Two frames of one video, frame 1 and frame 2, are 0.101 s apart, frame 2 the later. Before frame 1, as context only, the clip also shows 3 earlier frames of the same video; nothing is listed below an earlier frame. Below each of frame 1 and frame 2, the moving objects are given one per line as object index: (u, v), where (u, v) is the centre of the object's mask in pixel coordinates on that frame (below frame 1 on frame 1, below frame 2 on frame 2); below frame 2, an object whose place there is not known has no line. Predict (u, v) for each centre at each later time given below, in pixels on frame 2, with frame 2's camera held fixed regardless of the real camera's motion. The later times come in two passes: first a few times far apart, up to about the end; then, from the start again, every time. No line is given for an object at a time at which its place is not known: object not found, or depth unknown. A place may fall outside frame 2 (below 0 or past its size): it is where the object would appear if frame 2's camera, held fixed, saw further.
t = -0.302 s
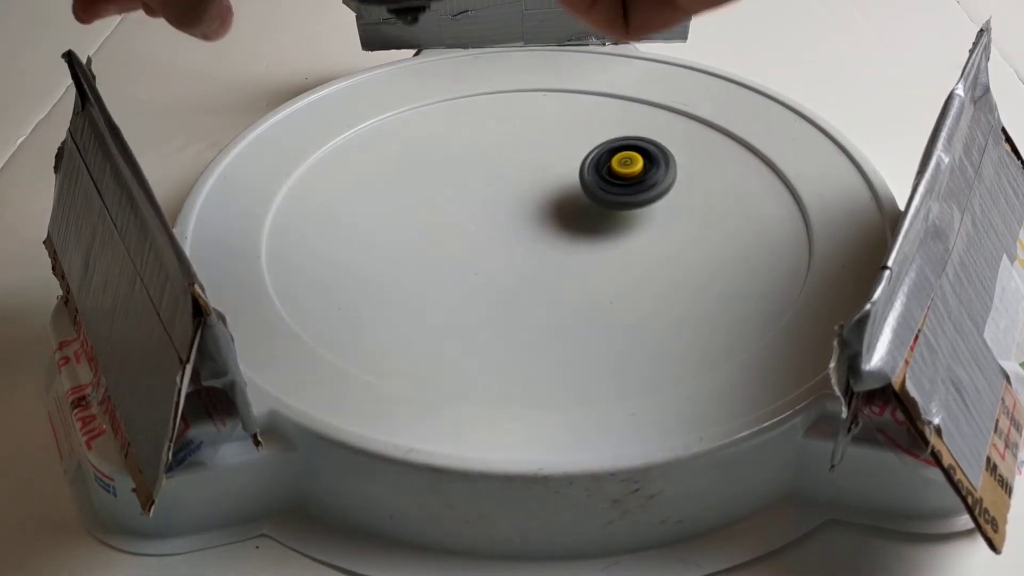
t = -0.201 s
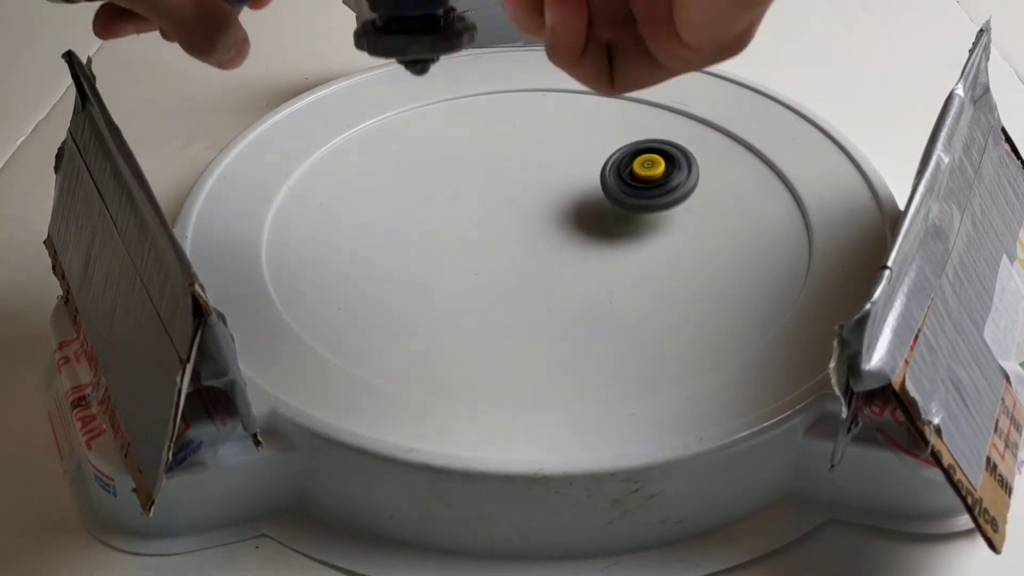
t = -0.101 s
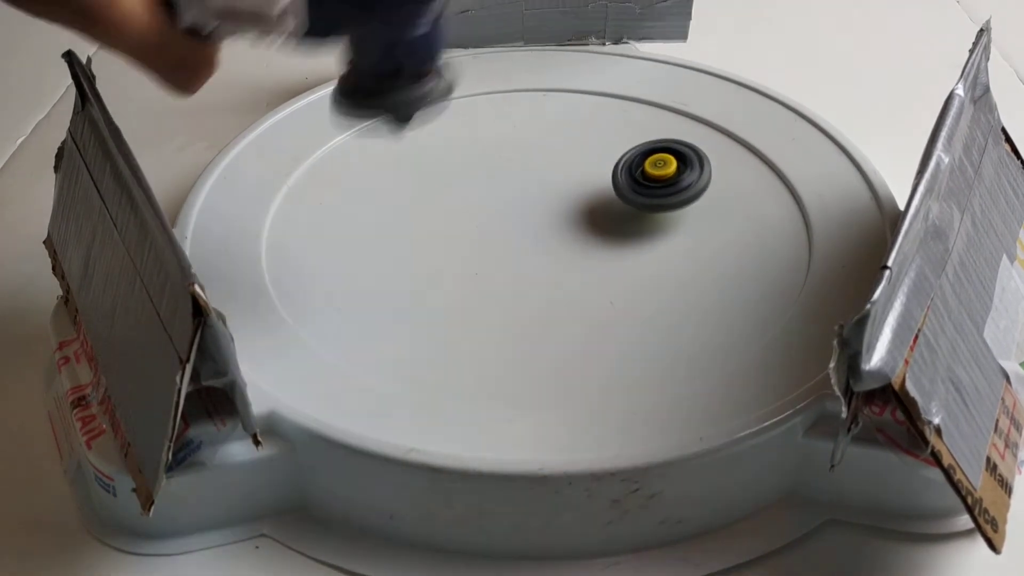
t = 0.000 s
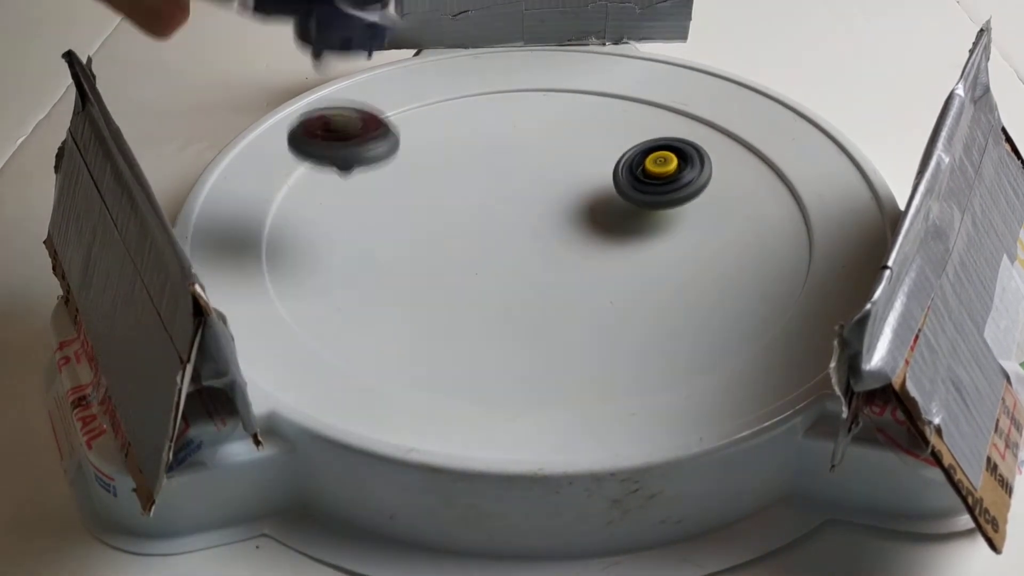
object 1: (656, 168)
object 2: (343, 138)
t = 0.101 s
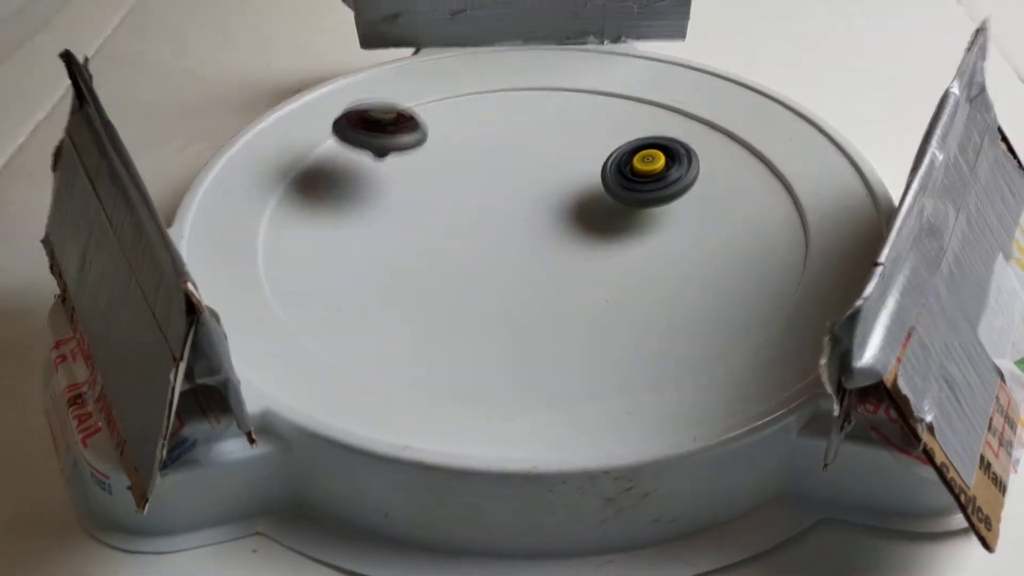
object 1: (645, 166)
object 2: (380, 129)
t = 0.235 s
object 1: (616, 182)
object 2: (473, 102)
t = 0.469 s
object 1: (589, 226)
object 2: (608, 96)
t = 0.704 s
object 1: (616, 256)
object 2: (577, 203)
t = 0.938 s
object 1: (644, 236)
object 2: (417, 255)
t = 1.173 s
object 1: (596, 216)
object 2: (427, 314)
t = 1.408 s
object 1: (505, 228)
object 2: (527, 307)
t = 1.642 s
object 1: (451, 193)
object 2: (561, 244)
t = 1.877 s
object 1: (339, 160)
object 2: (544, 159)
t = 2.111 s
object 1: (378, 202)
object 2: (471, 138)
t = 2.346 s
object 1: (522, 225)
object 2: (352, 167)
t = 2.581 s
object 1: (571, 186)
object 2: (381, 264)
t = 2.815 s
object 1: (533, 160)
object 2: (571, 234)
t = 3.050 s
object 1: (480, 137)
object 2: (601, 132)
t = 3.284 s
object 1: (492, 146)
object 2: (478, 79)
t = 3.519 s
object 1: (535, 141)
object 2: (367, 150)
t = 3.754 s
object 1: (570, 131)
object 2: (482, 253)
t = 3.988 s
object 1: (591, 129)
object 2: (661, 204)
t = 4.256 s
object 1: (493, 117)
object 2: (742, 128)
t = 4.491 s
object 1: (513, 182)
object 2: (606, 134)
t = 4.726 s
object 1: (601, 207)
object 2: (526, 176)
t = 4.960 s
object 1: (751, 174)
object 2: (460, 242)
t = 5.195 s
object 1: (694, 152)
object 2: (495, 291)
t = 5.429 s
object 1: (562, 179)
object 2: (676, 278)
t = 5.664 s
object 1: (510, 235)
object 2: (700, 184)
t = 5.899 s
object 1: (528, 277)
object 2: (550, 157)
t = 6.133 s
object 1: (592, 273)
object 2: (433, 223)
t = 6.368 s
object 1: (572, 229)
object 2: (488, 308)
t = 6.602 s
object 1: (467, 220)
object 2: (651, 278)
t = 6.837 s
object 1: (423, 242)
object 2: (614, 184)
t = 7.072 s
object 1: (485, 245)
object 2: (465, 167)
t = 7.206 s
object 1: (500, 225)
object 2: (395, 195)
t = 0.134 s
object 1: (639, 169)
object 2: (403, 115)
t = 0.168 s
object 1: (631, 172)
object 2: (424, 121)
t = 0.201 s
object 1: (623, 176)
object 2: (448, 110)
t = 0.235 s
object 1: (616, 182)
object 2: (473, 102)
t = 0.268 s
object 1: (609, 186)
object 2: (497, 95)
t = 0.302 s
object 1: (603, 192)
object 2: (520, 90)
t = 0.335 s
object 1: (598, 198)
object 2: (542, 85)
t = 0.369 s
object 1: (594, 204)
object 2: (562, 84)
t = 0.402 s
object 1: (591, 211)
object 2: (580, 86)
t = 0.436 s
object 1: (590, 218)
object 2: (595, 90)
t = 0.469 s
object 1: (589, 226)
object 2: (608, 96)
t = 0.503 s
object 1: (590, 231)
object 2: (618, 107)
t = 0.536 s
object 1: (593, 236)
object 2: (623, 120)
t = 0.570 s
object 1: (596, 242)
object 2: (624, 135)
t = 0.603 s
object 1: (600, 248)
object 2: (619, 152)
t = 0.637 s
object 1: (606, 250)
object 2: (609, 171)
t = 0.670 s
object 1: (610, 255)
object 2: (596, 187)
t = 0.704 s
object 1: (616, 256)
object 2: (577, 203)
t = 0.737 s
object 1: (622, 255)
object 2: (555, 216)
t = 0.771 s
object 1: (628, 254)
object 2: (530, 226)
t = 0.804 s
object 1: (633, 253)
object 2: (505, 232)
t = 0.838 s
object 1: (637, 251)
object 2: (480, 237)
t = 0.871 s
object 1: (641, 246)
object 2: (456, 243)
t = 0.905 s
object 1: (643, 241)
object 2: (436, 248)
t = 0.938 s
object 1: (644, 236)
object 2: (417, 255)
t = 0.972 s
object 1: (642, 231)
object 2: (404, 263)
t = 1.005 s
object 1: (639, 225)
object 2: (396, 270)
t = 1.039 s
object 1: (634, 221)
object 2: (391, 280)
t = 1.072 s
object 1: (630, 216)
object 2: (393, 289)
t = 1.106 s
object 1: (622, 215)
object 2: (400, 297)
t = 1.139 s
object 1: (611, 214)
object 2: (412, 305)
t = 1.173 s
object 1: (596, 216)
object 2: (427, 314)
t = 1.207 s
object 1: (581, 216)
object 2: (447, 318)
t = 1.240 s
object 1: (568, 220)
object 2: (467, 321)
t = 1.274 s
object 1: (553, 224)
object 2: (484, 319)
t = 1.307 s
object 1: (539, 229)
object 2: (499, 315)
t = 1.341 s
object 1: (526, 233)
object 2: (511, 309)
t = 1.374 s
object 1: (514, 233)
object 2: (519, 308)
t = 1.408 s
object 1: (505, 228)
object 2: (527, 307)
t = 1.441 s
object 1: (498, 223)
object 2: (536, 301)
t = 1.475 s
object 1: (494, 219)
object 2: (543, 294)
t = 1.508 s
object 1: (489, 216)
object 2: (549, 285)
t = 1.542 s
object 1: (484, 214)
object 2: (553, 274)
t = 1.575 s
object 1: (475, 209)
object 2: (556, 263)
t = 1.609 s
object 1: (462, 201)
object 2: (560, 254)
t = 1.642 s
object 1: (451, 193)
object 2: (561, 244)
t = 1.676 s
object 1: (442, 185)
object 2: (559, 231)
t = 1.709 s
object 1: (436, 181)
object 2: (552, 218)
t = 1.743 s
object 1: (430, 176)
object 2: (541, 205)
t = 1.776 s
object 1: (397, 168)
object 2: (536, 183)
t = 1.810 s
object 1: (371, 161)
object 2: (542, 175)
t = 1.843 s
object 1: (351, 160)
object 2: (544, 167)
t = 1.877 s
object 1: (339, 160)
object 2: (544, 159)
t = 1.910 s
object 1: (331, 161)
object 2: (541, 153)
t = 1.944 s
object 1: (329, 166)
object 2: (534, 149)
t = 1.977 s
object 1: (331, 171)
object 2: (525, 144)
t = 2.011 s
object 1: (338, 180)
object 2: (514, 142)
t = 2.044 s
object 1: (348, 186)
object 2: (500, 140)
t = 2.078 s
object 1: (361, 195)
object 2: (486, 139)
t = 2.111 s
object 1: (378, 202)
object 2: (471, 138)
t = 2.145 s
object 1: (396, 210)
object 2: (454, 139)
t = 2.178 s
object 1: (418, 215)
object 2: (437, 140)
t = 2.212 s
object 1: (440, 220)
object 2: (419, 142)
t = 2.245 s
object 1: (463, 225)
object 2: (401, 147)
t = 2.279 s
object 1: (485, 226)
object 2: (383, 152)
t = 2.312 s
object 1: (504, 226)
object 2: (367, 158)
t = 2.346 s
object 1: (522, 225)
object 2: (352, 167)
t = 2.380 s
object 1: (536, 218)
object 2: (340, 177)
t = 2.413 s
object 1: (548, 213)
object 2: (331, 190)
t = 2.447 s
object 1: (559, 210)
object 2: (327, 205)
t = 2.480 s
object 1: (565, 205)
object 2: (330, 221)
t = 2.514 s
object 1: (570, 198)
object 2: (340, 236)
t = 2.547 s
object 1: (572, 191)
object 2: (358, 252)
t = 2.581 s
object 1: (571, 186)
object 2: (381, 264)
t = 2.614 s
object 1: (568, 181)
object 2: (410, 273)
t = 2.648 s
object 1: (564, 176)
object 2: (443, 276)
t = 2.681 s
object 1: (559, 172)
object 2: (474, 276)
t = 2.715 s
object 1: (553, 167)
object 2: (504, 271)
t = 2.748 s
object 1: (547, 164)
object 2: (532, 261)
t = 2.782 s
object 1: (538, 161)
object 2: (553, 250)
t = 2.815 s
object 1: (533, 160)
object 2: (571, 234)
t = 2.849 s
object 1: (525, 158)
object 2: (588, 219)
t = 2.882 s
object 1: (515, 153)
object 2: (601, 206)
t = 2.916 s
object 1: (506, 149)
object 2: (610, 192)
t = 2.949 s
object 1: (498, 146)
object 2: (614, 177)
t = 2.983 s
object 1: (491, 142)
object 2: (614, 161)
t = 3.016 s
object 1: (484, 139)
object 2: (609, 146)
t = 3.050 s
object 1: (480, 137)
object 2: (601, 132)
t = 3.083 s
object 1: (478, 139)
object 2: (589, 120)
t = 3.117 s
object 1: (477, 141)
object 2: (576, 107)
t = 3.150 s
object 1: (476, 142)
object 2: (559, 98)
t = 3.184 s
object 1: (477, 145)
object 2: (541, 89)
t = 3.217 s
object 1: (481, 145)
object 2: (521, 83)
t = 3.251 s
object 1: (486, 147)
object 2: (500, 80)
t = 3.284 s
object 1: (492, 146)
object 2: (478, 79)
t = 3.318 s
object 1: (498, 146)
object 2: (456, 81)
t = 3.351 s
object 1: (505, 146)
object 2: (435, 85)
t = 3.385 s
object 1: (512, 145)
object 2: (415, 93)
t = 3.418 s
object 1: (518, 145)
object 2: (397, 103)
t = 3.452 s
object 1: (524, 144)
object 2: (383, 116)
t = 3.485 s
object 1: (530, 143)
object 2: (373, 132)
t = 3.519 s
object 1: (535, 141)
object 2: (367, 150)
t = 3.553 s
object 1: (541, 140)
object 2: (368, 168)
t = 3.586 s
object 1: (546, 139)
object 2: (375, 187)
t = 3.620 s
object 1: (552, 138)
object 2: (386, 205)
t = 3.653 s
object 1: (556, 137)
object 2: (404, 222)
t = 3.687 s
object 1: (562, 134)
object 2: (426, 236)
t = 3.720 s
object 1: (566, 132)
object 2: (452, 247)
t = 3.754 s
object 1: (570, 131)
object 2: (482, 253)
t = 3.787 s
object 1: (575, 129)
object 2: (512, 256)
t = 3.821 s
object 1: (579, 128)
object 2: (542, 255)
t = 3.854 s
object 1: (582, 127)
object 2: (571, 250)
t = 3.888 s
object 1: (585, 126)
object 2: (600, 241)
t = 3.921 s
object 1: (587, 126)
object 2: (623, 232)
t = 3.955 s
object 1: (589, 127)
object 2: (644, 218)
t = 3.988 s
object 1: (591, 129)
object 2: (661, 204)
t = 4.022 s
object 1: (592, 130)
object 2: (674, 188)
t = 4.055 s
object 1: (592, 131)
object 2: (681, 172)
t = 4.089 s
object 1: (582, 128)
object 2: (694, 160)
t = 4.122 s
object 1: (558, 122)
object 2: (718, 151)
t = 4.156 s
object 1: (535, 118)
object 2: (735, 143)
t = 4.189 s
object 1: (518, 115)
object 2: (744, 137)
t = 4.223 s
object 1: (504, 115)
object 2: (746, 131)
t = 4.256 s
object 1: (493, 117)
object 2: (742, 128)
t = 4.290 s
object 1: (487, 123)
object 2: (731, 127)
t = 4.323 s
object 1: (485, 129)
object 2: (716, 127)
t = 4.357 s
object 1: (486, 138)
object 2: (697, 127)
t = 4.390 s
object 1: (490, 148)
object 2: (675, 129)
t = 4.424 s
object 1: (495, 161)
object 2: (651, 130)
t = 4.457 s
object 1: (503, 172)
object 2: (628, 131)
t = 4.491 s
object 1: (513, 182)
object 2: (606, 134)
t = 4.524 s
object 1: (524, 191)
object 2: (586, 137)
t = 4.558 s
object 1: (537, 198)
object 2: (568, 140)
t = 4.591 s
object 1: (549, 203)
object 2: (552, 146)
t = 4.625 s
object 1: (564, 206)
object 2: (539, 154)
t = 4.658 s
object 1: (577, 207)
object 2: (534, 159)
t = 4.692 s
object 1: (589, 208)
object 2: (529, 167)
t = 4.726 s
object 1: (601, 207)
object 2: (526, 176)
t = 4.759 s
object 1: (612, 205)
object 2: (526, 186)
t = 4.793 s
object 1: (621, 204)
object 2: (529, 198)
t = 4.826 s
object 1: (630, 201)
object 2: (536, 212)
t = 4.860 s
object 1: (662, 196)
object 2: (519, 221)
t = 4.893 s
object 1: (701, 189)
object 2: (494, 228)
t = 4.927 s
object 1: (730, 181)
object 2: (475, 235)
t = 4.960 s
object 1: (751, 174)
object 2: (460, 242)
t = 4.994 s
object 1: (760, 169)
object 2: (449, 249)
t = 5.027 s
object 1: (760, 164)
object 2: (444, 257)
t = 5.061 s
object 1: (755, 160)
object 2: (444, 264)
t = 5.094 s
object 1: (745, 156)
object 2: (450, 271)
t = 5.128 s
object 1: (731, 154)
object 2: (460, 278)
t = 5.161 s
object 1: (714, 153)
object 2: (476, 284)
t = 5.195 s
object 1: (694, 152)
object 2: (495, 291)
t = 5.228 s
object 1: (674, 154)
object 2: (519, 296)
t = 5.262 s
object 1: (653, 157)
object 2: (545, 300)
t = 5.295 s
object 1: (633, 159)
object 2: (571, 302)
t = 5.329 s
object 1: (613, 164)
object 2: (599, 300)
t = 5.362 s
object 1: (594, 168)
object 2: (627, 296)
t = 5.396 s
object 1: (578, 173)
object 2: (652, 289)
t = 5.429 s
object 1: (562, 179)
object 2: (676, 278)
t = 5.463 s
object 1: (549, 186)
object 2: (695, 267)
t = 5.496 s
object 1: (539, 194)
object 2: (709, 254)
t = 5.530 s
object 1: (530, 202)
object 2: (718, 239)
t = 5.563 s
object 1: (524, 210)
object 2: (721, 225)
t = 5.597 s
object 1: (517, 219)
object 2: (719, 211)
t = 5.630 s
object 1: (512, 227)
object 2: (712, 197)
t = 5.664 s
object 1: (510, 235)
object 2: (700, 184)
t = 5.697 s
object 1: (509, 241)
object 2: (684, 174)
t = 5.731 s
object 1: (509, 248)
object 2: (665, 165)
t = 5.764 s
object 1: (510, 255)
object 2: (645, 158)
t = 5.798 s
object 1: (512, 262)
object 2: (622, 154)
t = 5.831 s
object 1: (516, 267)
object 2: (597, 153)
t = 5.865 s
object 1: (522, 273)
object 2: (574, 154)
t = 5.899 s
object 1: (528, 277)
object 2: (550, 157)
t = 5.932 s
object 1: (536, 280)
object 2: (527, 163)
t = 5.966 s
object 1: (545, 282)
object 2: (506, 169)
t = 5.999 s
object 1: (555, 283)
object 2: (487, 178)
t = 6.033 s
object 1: (566, 282)
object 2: (469, 187)
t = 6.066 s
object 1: (576, 282)
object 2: (453, 198)
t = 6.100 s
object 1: (586, 278)
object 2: (441, 210)
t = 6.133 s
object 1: (592, 273)
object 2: (433, 223)
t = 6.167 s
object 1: (596, 266)
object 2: (427, 236)
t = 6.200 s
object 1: (597, 259)
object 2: (426, 250)
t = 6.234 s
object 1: (596, 251)
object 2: (429, 265)
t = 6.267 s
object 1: (594, 244)
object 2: (437, 277)
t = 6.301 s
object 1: (591, 238)
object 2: (449, 290)
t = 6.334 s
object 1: (583, 234)
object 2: (466, 301)
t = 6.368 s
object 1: (572, 229)
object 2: (488, 308)
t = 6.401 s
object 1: (558, 226)
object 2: (512, 314)
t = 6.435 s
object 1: (541, 222)
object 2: (539, 316)
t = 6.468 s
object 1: (523, 221)
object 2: (565, 315)
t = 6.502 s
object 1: (508, 219)
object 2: (592, 311)
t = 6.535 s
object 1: (493, 219)
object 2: (616, 302)
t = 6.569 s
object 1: (479, 218)
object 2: (636, 290)
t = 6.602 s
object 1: (467, 220)
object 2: (651, 278)
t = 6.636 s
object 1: (458, 221)
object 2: (660, 263)
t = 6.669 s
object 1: (449, 225)
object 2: (664, 248)
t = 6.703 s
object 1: (441, 227)
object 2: (662, 233)
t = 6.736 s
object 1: (434, 231)
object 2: (654, 220)
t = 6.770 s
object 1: (428, 235)
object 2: (644, 208)
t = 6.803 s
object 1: (424, 238)
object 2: (631, 195)
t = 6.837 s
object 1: (423, 242)
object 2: (614, 184)
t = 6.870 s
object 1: (426, 246)
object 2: (595, 178)
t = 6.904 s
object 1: (434, 249)
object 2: (574, 172)
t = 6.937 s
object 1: (443, 250)
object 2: (553, 167)
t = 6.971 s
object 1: (454, 250)
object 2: (531, 165)
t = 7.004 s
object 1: (465, 249)
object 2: (509, 164)
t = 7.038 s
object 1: (476, 247)
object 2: (486, 165)
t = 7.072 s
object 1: (485, 245)
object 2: (465, 167)
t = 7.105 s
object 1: (492, 241)
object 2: (444, 172)
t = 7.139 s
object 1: (497, 238)
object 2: (425, 178)
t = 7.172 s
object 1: (500, 233)
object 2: (409, 185)
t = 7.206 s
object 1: (500, 225)
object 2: (395, 195)
